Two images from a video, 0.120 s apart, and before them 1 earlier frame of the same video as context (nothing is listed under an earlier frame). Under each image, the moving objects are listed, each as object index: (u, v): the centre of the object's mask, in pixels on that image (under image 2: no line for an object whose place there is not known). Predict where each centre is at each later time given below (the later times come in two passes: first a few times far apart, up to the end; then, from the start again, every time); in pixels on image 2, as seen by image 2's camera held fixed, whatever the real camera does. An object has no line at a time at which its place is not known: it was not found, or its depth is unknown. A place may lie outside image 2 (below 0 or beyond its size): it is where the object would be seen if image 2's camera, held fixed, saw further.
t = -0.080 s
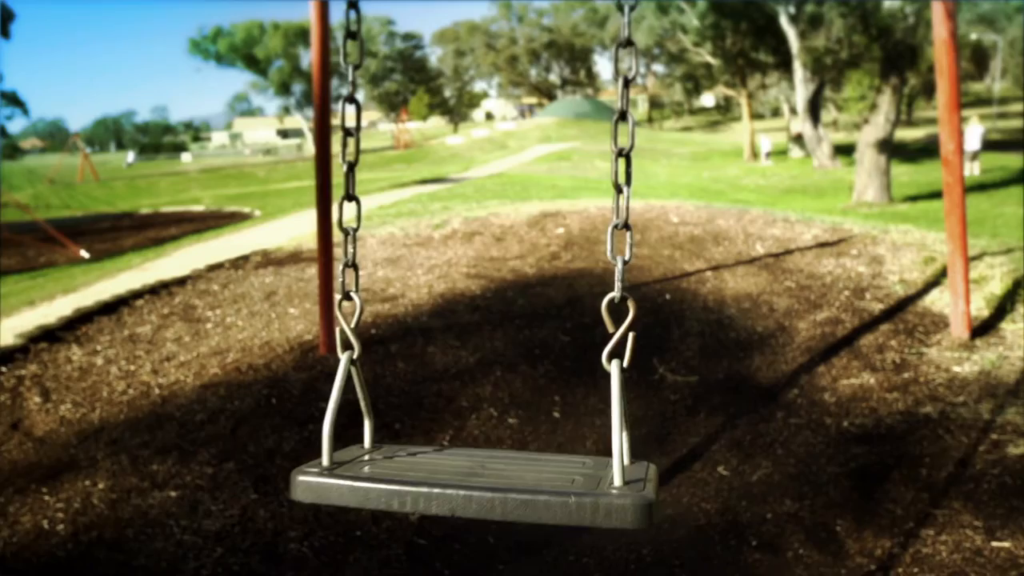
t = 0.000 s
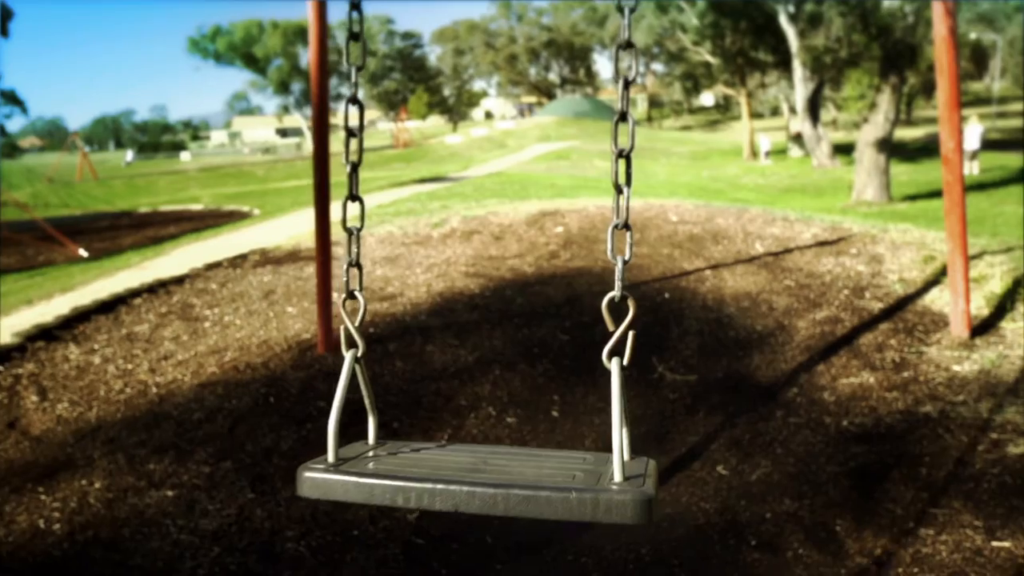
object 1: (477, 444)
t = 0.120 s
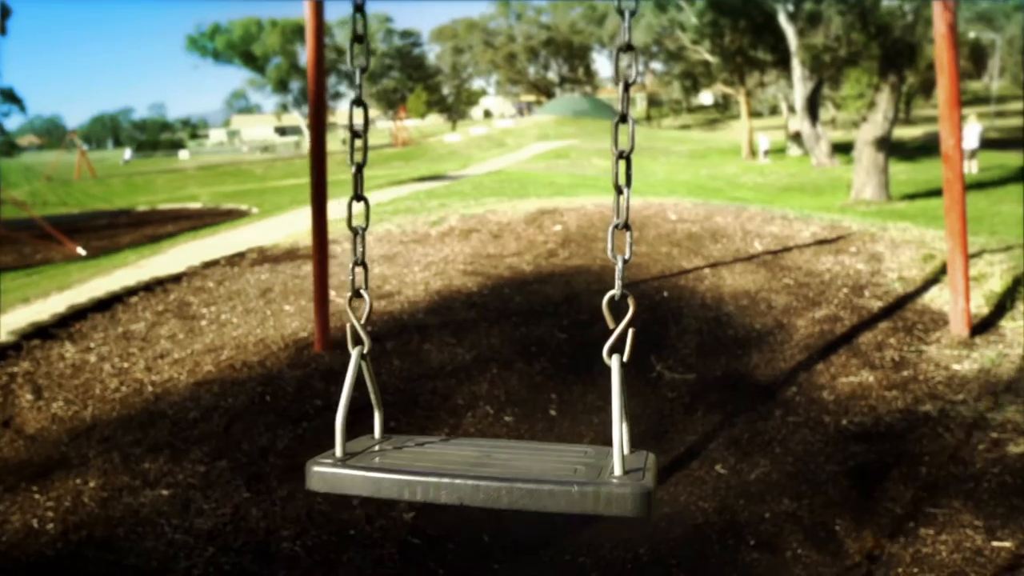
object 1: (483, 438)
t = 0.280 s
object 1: (496, 432)
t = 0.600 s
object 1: (511, 417)
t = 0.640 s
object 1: (513, 415)
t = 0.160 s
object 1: (484, 436)
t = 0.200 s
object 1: (484, 434)
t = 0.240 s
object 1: (492, 433)
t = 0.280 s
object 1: (496, 432)
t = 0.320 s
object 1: (500, 429)
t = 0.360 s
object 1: (495, 427)
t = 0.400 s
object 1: (493, 425)
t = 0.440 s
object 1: (504, 424)
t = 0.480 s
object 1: (506, 422)
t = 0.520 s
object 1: (499, 420)
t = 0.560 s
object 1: (499, 418)
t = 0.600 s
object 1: (511, 417)
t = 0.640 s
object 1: (513, 415)
